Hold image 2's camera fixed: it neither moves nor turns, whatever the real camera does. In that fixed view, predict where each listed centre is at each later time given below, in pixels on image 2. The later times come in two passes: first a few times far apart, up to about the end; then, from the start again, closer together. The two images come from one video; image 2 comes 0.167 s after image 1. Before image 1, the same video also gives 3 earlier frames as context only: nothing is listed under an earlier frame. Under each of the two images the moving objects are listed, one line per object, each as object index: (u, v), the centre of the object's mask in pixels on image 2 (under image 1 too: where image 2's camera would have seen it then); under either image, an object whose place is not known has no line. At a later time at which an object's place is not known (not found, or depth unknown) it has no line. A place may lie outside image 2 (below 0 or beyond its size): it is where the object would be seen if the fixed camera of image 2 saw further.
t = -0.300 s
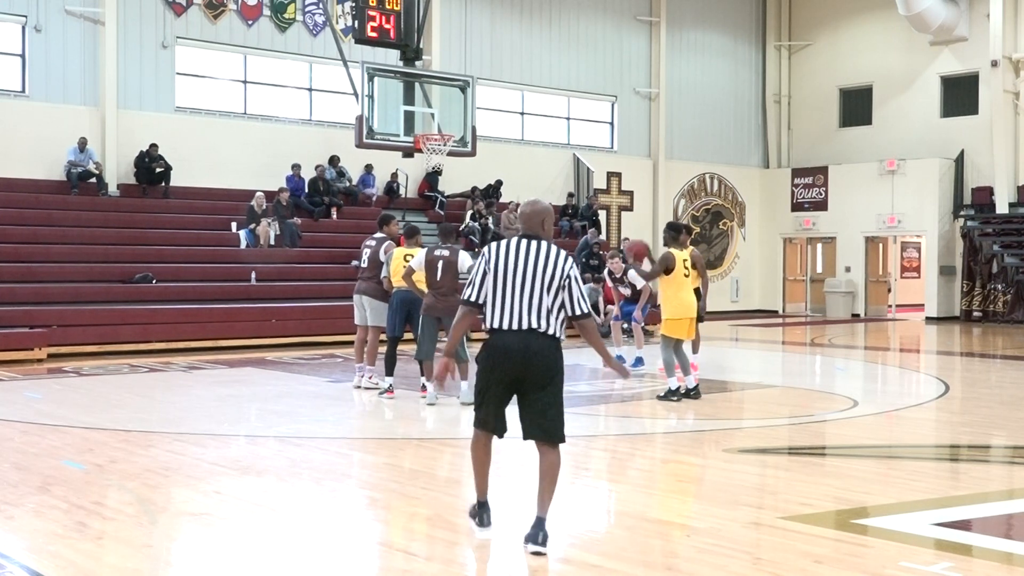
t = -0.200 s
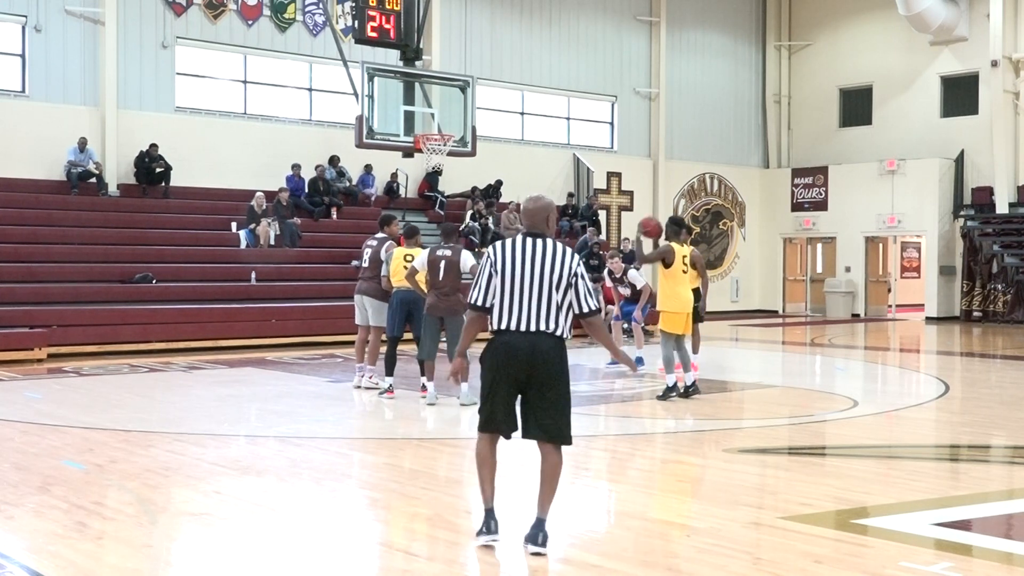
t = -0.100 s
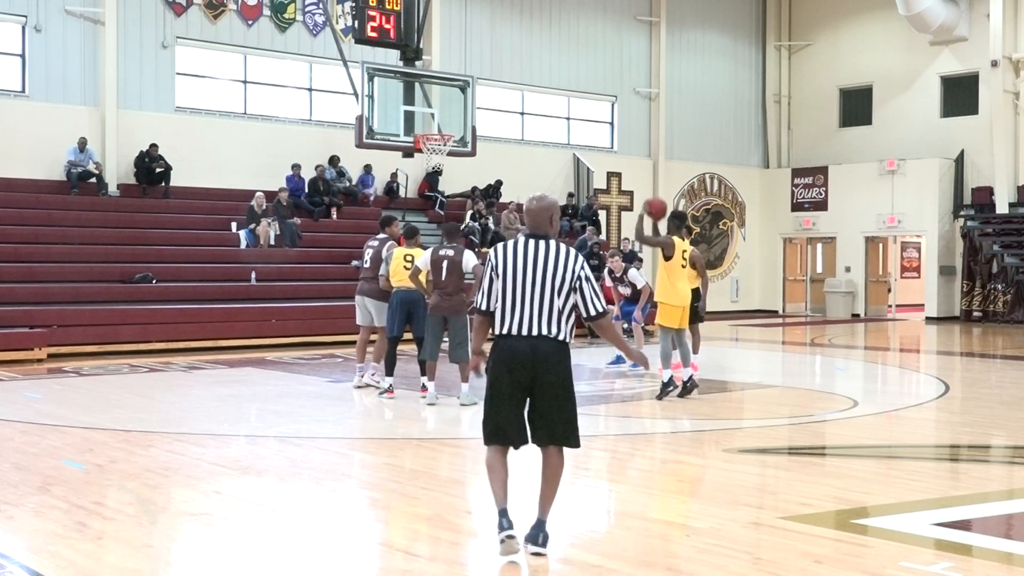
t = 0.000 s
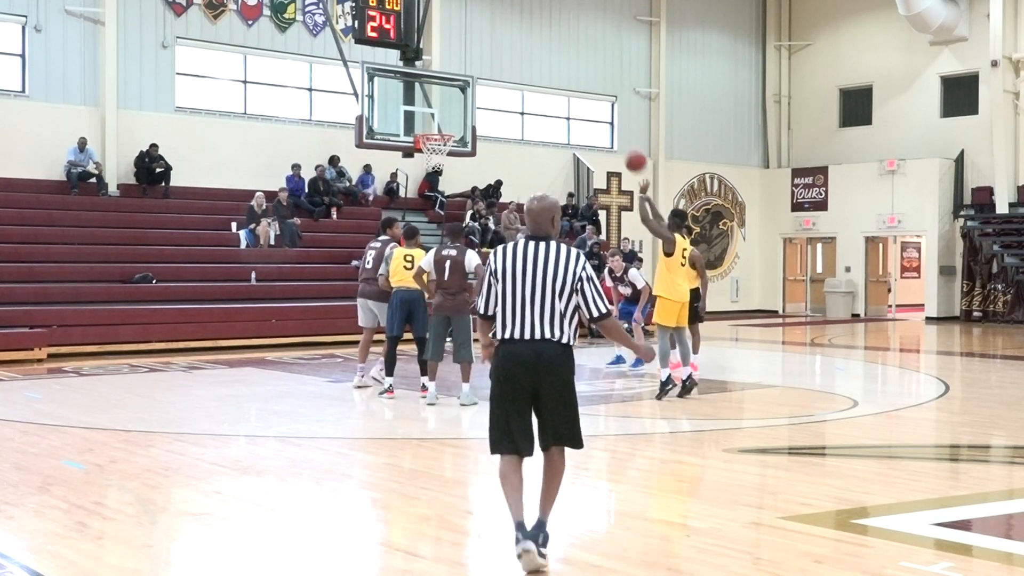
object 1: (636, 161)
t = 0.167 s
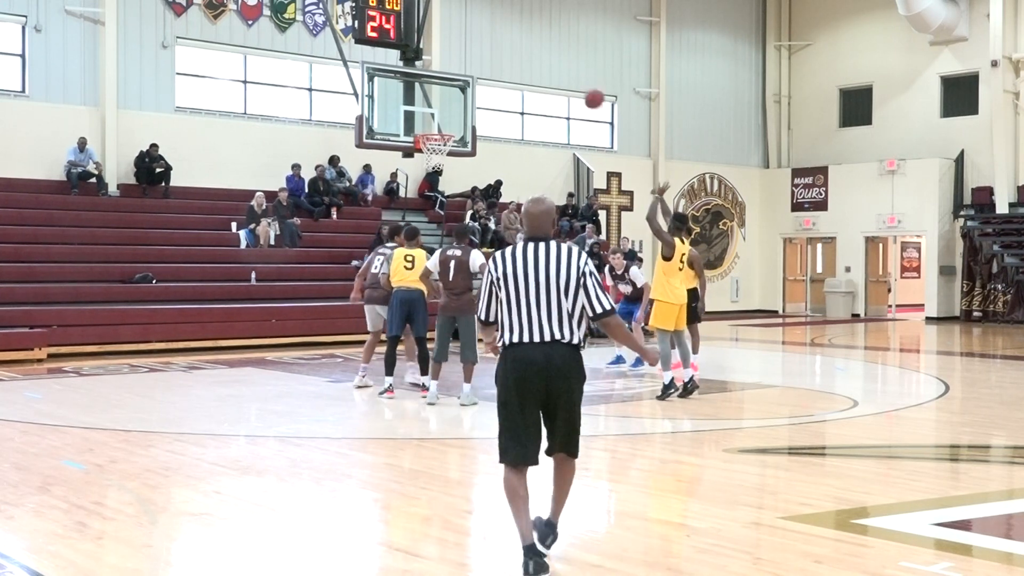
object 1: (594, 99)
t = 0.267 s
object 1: (571, 75)
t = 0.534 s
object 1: (515, 56)
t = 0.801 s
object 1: (466, 93)
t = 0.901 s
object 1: (448, 120)
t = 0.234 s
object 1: (579, 82)
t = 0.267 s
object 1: (571, 75)
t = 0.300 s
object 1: (563, 69)
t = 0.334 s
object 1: (556, 64)
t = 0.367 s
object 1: (549, 61)
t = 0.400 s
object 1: (542, 58)
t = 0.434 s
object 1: (535, 56)
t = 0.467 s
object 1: (528, 55)
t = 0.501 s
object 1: (522, 55)
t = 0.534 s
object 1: (515, 56)
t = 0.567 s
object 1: (508, 58)
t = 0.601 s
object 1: (502, 60)
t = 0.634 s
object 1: (496, 64)
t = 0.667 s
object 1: (490, 68)
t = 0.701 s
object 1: (483, 74)
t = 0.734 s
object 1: (477, 79)
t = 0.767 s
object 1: (471, 86)
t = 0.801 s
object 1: (466, 93)
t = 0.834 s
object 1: (460, 101)
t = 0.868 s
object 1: (454, 110)
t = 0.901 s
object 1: (448, 120)
